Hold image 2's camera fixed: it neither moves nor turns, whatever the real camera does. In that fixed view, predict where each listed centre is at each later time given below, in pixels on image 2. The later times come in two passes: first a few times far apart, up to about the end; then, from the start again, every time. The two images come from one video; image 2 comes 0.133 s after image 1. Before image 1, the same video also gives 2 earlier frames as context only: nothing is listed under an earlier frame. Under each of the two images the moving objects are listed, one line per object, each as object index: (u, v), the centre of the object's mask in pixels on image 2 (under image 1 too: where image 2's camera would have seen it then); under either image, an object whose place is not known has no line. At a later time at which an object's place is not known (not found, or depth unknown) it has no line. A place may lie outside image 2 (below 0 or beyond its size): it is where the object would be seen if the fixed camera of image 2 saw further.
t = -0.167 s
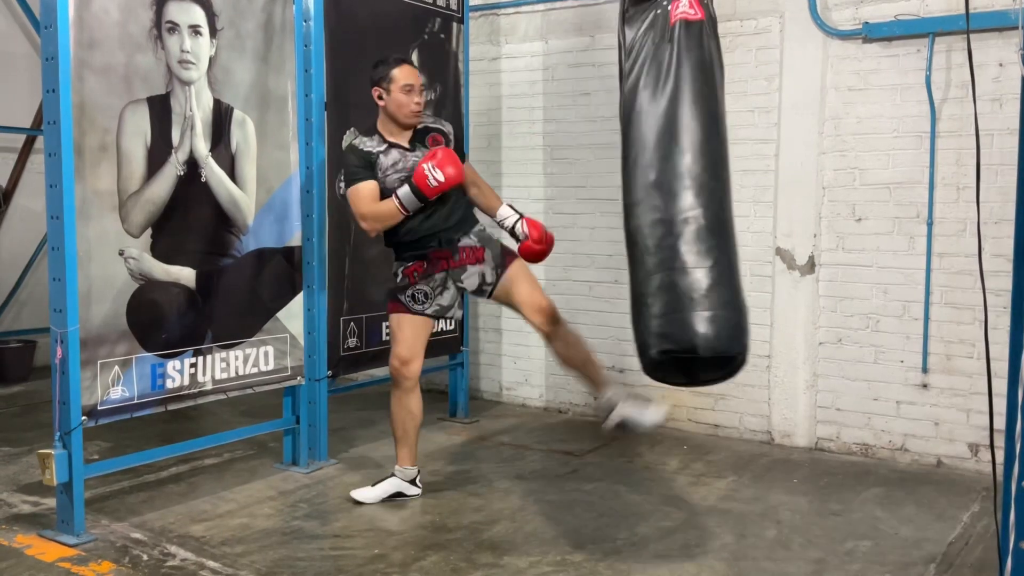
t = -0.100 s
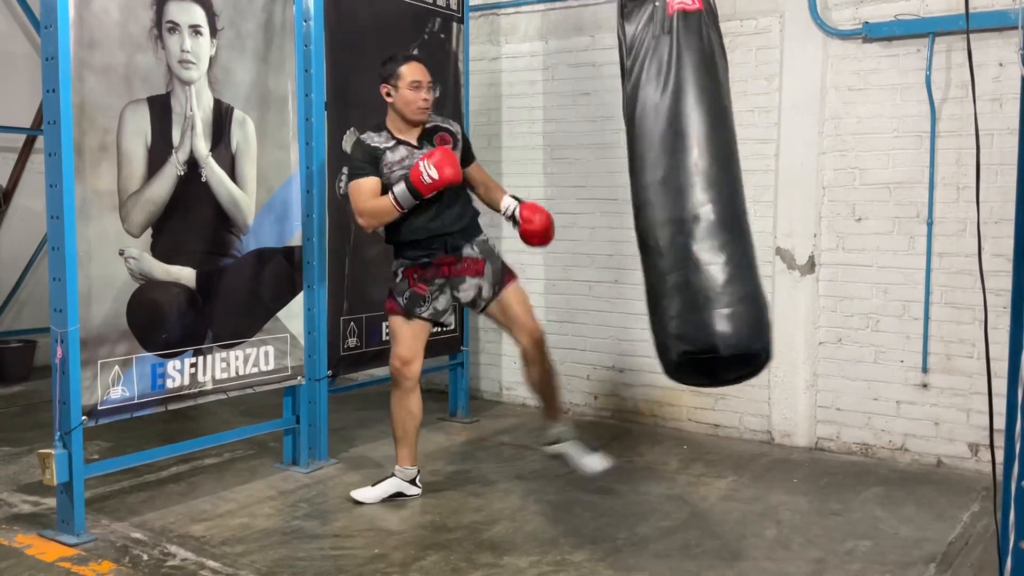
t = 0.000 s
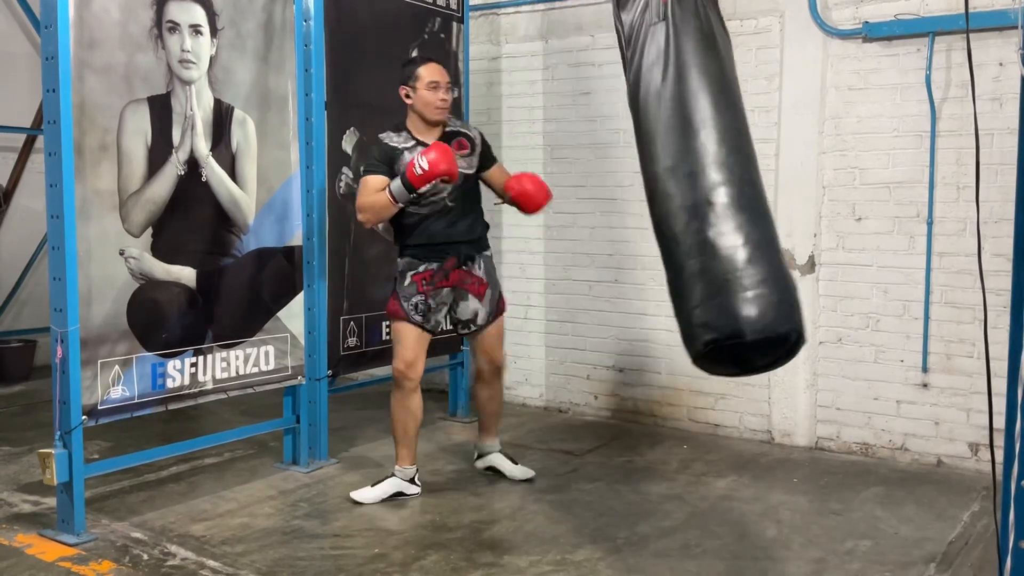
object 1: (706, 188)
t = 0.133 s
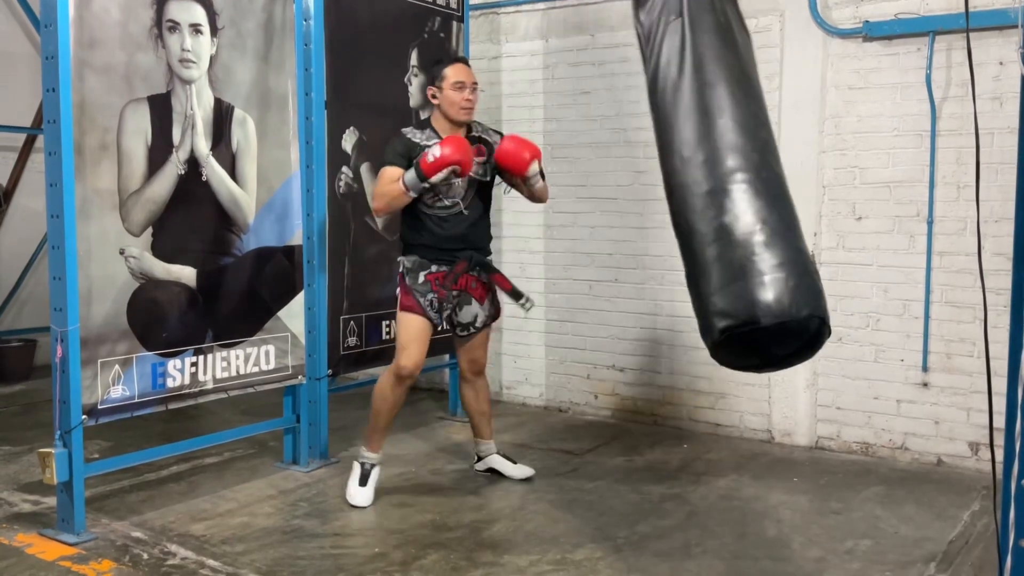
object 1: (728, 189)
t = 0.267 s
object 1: (742, 189)
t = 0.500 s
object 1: (736, 199)
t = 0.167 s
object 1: (733, 188)
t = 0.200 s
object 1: (737, 188)
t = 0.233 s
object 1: (740, 188)
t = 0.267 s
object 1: (742, 189)
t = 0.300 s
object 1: (744, 190)
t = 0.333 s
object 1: (744, 191)
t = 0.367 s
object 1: (744, 194)
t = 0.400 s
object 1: (743, 196)
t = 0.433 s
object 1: (741, 197)
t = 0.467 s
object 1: (739, 198)
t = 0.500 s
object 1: (736, 199)
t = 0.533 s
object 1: (733, 201)
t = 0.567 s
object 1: (729, 203)
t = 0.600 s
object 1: (725, 204)
